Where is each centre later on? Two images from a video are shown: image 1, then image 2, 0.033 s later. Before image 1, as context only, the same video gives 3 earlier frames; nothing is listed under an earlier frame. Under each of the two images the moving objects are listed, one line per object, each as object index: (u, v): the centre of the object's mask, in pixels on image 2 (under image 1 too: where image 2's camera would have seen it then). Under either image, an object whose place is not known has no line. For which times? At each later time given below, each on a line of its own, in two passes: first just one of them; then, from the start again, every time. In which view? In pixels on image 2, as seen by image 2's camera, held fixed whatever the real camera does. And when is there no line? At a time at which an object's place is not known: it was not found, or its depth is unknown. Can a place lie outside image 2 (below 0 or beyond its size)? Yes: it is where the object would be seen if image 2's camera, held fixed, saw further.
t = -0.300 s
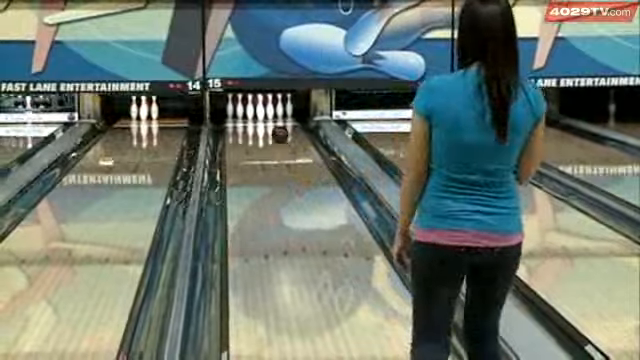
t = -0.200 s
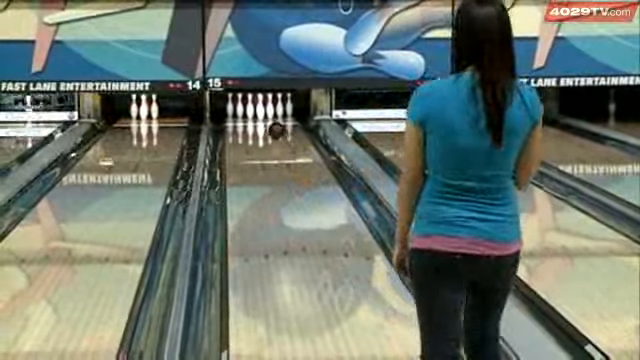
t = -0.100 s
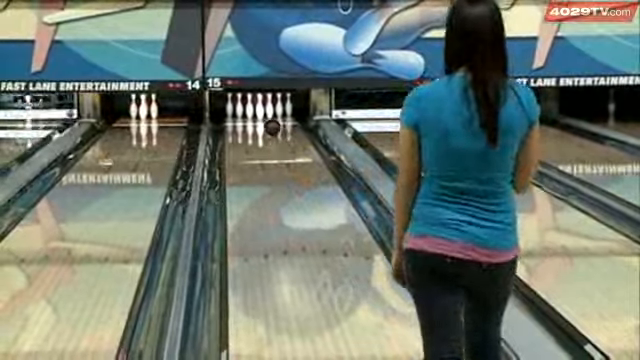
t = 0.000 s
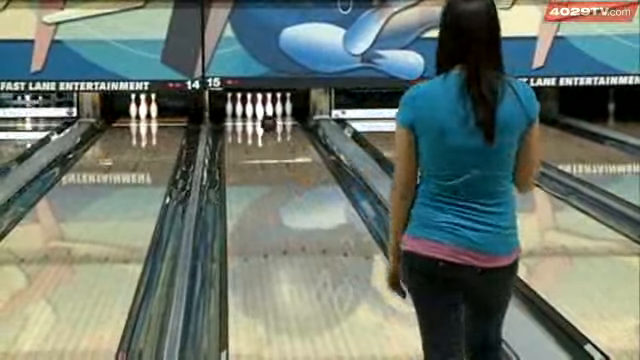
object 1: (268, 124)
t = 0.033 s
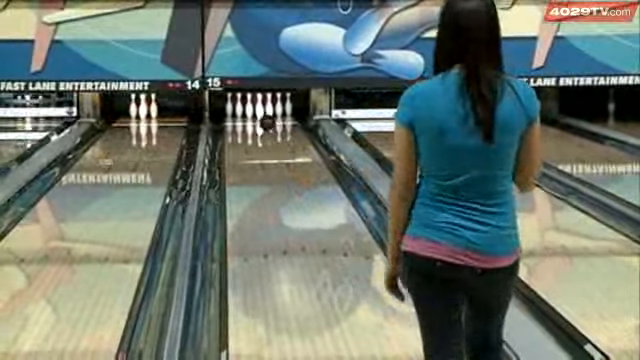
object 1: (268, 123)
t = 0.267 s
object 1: (259, 117)
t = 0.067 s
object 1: (266, 122)
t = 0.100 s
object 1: (264, 121)
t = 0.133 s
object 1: (263, 120)
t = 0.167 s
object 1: (263, 119)
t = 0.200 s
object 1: (261, 118)
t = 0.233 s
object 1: (259, 118)
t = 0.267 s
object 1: (259, 117)
